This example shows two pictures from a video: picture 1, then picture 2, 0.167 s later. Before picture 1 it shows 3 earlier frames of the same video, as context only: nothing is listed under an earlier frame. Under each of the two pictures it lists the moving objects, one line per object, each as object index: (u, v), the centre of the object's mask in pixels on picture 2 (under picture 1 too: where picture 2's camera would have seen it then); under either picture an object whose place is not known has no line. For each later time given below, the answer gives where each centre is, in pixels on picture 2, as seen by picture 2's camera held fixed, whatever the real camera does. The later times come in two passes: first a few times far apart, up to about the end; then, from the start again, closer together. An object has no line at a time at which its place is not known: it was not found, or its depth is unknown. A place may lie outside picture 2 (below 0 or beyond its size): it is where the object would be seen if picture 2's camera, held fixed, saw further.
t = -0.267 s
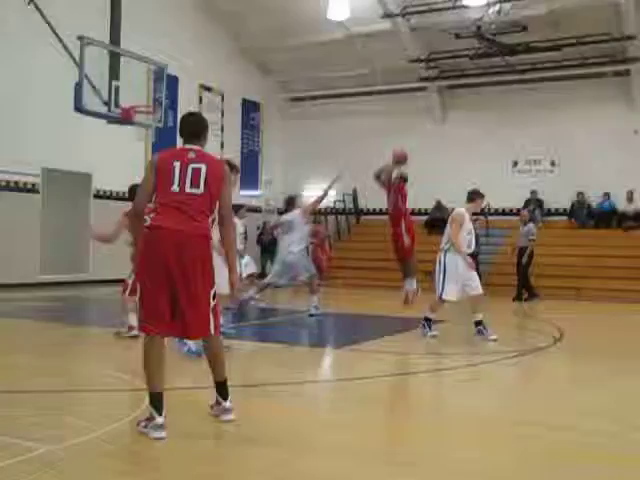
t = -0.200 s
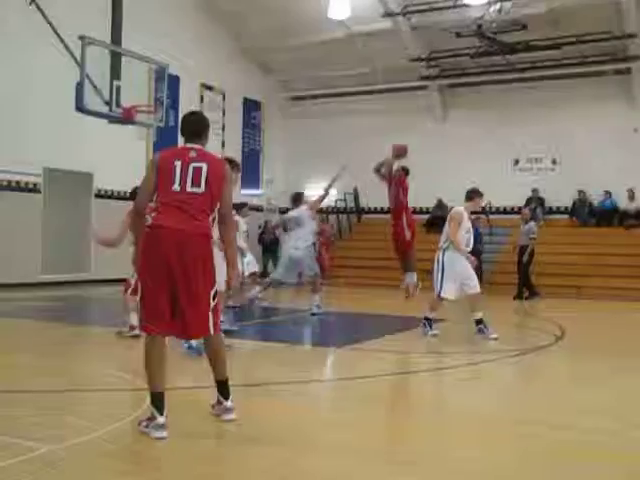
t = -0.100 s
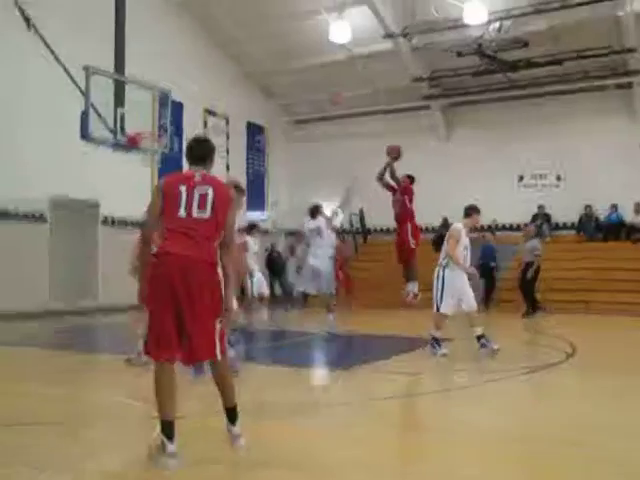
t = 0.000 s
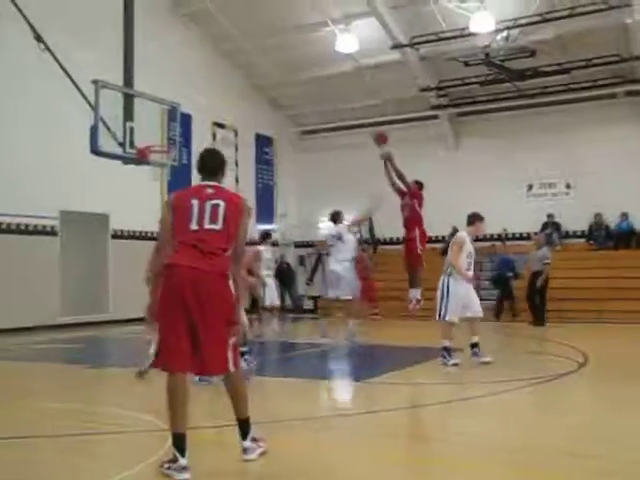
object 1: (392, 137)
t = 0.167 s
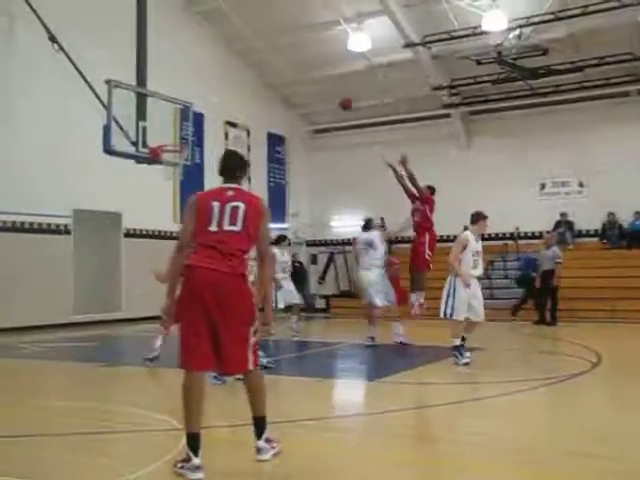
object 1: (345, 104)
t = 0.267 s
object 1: (319, 92)
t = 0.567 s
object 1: (239, 95)
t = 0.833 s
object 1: (172, 145)
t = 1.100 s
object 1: (146, 192)
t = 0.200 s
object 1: (337, 100)
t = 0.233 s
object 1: (328, 96)
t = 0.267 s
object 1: (319, 92)
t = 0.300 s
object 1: (309, 89)
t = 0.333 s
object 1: (300, 87)
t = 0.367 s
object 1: (292, 87)
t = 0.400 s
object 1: (283, 87)
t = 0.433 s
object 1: (275, 87)
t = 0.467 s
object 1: (267, 88)
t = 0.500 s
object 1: (257, 90)
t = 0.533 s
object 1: (249, 93)
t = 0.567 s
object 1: (239, 95)
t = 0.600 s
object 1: (231, 99)
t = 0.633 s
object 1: (222, 104)
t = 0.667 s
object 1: (214, 109)
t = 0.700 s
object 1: (207, 115)
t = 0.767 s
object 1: (191, 129)
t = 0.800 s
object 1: (177, 136)
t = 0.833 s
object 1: (172, 145)
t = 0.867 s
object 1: (164, 153)
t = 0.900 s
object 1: (156, 153)
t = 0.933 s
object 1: (156, 163)
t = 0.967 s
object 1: (154, 163)
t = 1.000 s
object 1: (152, 173)
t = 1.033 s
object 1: (150, 179)
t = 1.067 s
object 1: (148, 186)
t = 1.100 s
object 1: (146, 192)
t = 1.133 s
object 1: (143, 200)
